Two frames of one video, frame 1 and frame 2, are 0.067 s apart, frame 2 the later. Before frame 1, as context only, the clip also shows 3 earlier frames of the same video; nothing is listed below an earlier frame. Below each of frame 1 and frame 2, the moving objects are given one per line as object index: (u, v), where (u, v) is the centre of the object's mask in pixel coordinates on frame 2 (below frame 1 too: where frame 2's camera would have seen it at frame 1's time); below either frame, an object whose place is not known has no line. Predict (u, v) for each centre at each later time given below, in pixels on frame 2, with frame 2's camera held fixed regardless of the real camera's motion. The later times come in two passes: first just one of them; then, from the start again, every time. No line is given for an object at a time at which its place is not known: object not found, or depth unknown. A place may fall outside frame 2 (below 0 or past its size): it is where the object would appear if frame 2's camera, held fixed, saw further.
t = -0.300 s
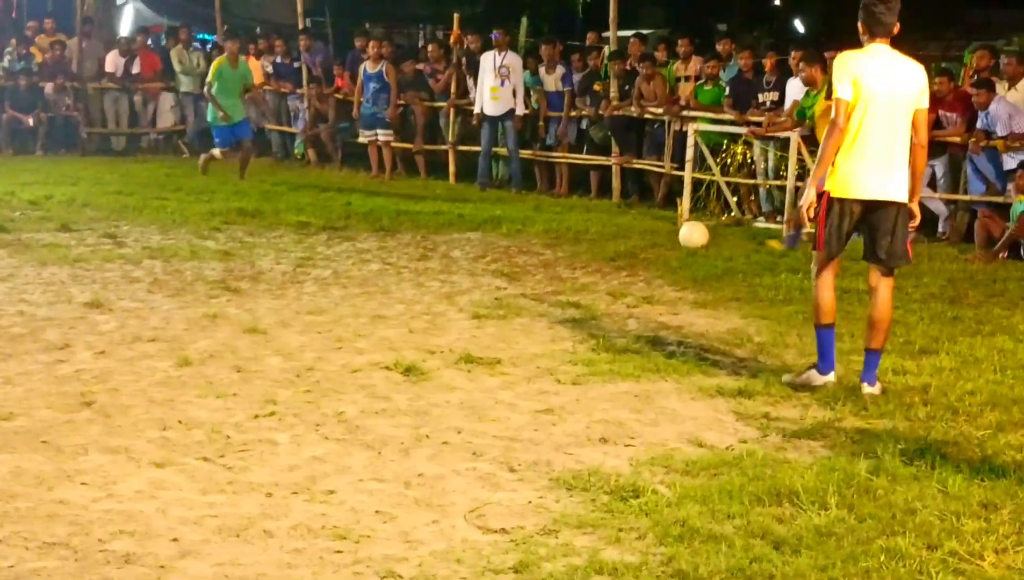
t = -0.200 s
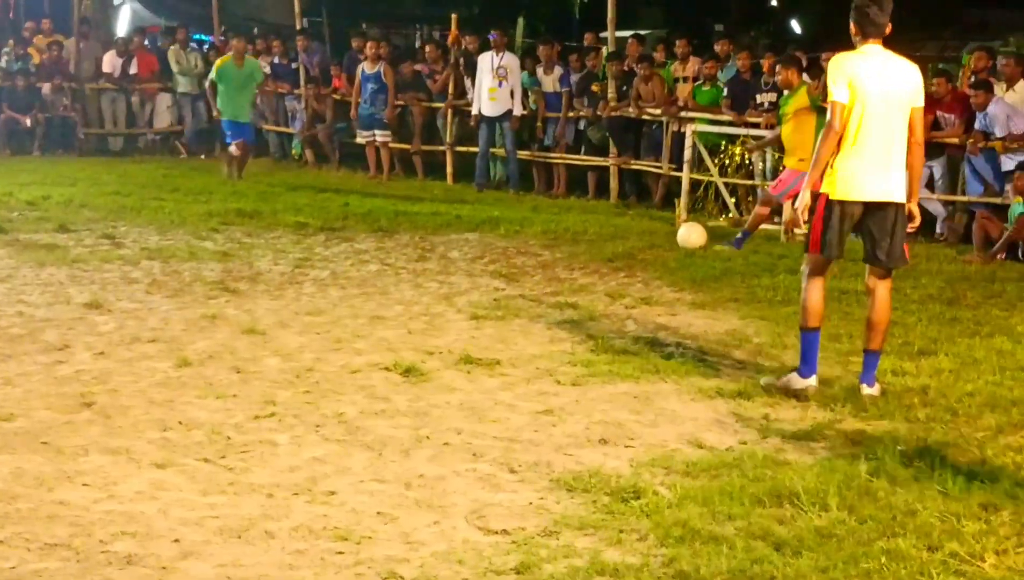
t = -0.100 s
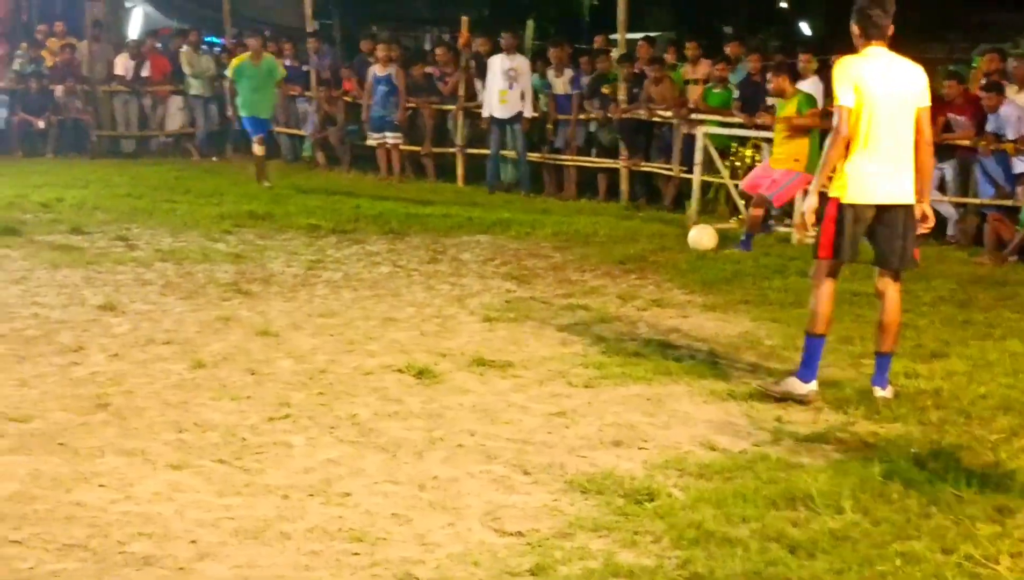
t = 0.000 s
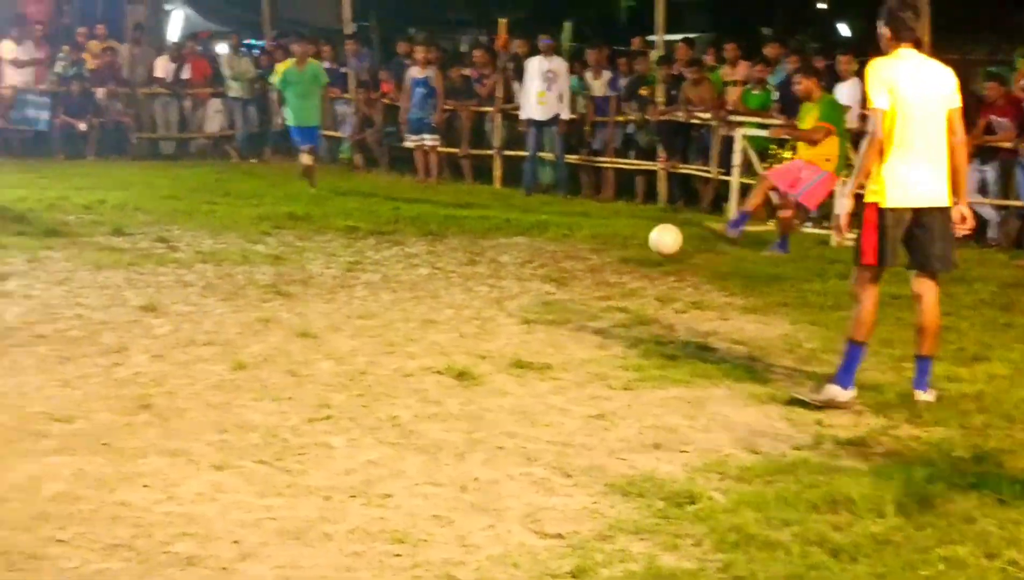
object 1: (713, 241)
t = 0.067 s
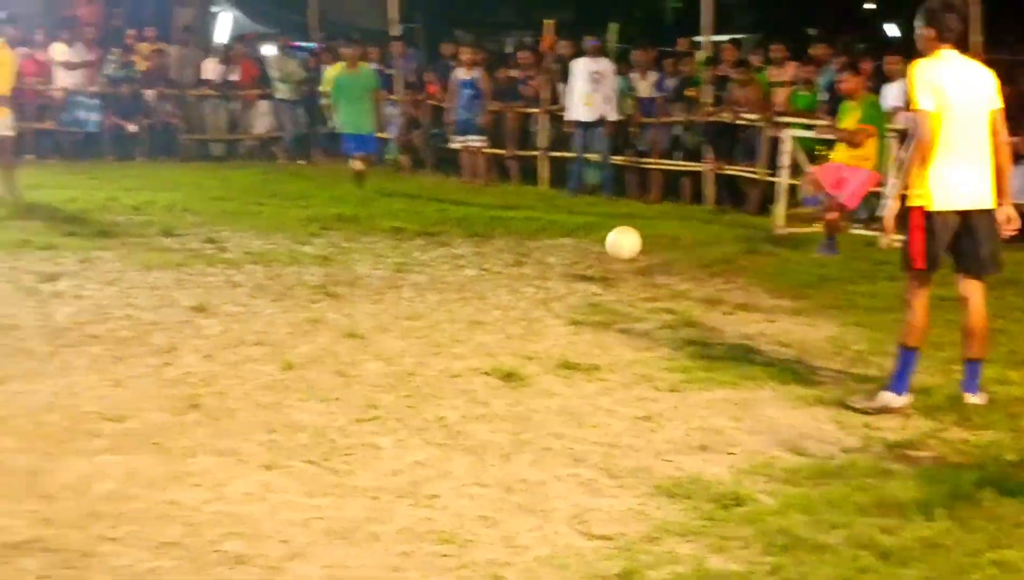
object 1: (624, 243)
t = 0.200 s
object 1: (403, 284)
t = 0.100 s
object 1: (575, 247)
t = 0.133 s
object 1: (523, 255)
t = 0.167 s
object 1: (464, 267)
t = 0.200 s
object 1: (403, 284)
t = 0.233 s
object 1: (335, 306)
